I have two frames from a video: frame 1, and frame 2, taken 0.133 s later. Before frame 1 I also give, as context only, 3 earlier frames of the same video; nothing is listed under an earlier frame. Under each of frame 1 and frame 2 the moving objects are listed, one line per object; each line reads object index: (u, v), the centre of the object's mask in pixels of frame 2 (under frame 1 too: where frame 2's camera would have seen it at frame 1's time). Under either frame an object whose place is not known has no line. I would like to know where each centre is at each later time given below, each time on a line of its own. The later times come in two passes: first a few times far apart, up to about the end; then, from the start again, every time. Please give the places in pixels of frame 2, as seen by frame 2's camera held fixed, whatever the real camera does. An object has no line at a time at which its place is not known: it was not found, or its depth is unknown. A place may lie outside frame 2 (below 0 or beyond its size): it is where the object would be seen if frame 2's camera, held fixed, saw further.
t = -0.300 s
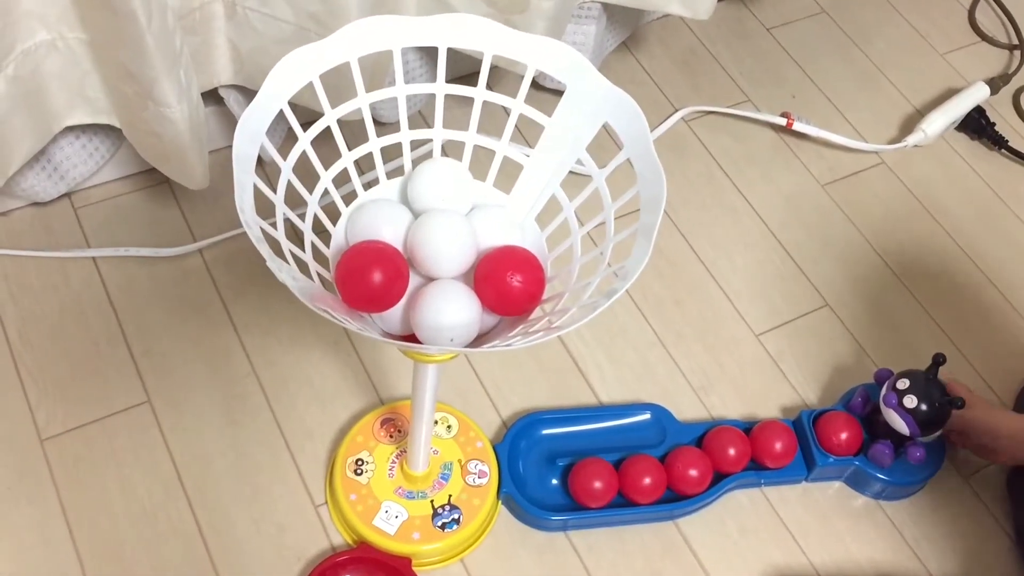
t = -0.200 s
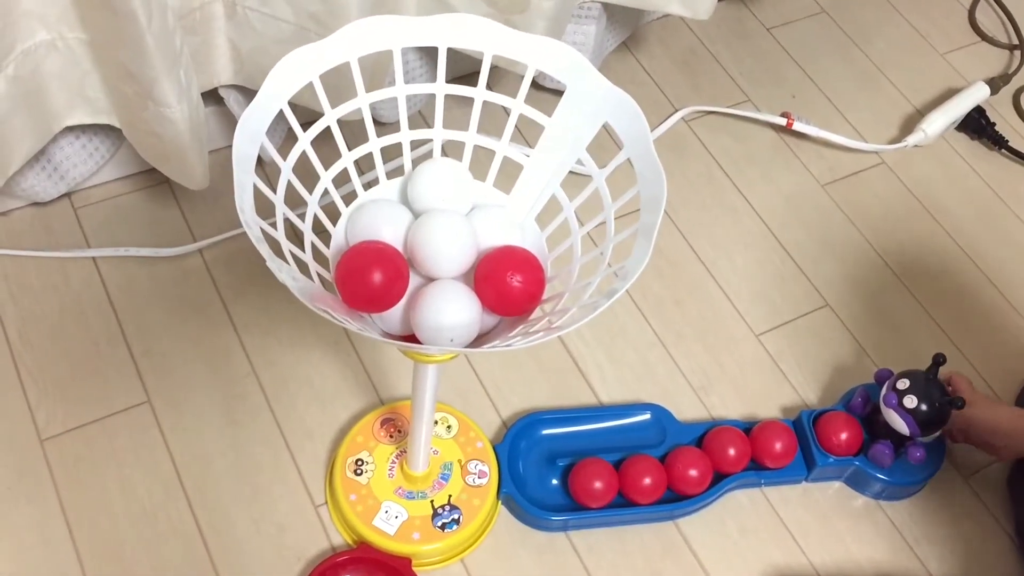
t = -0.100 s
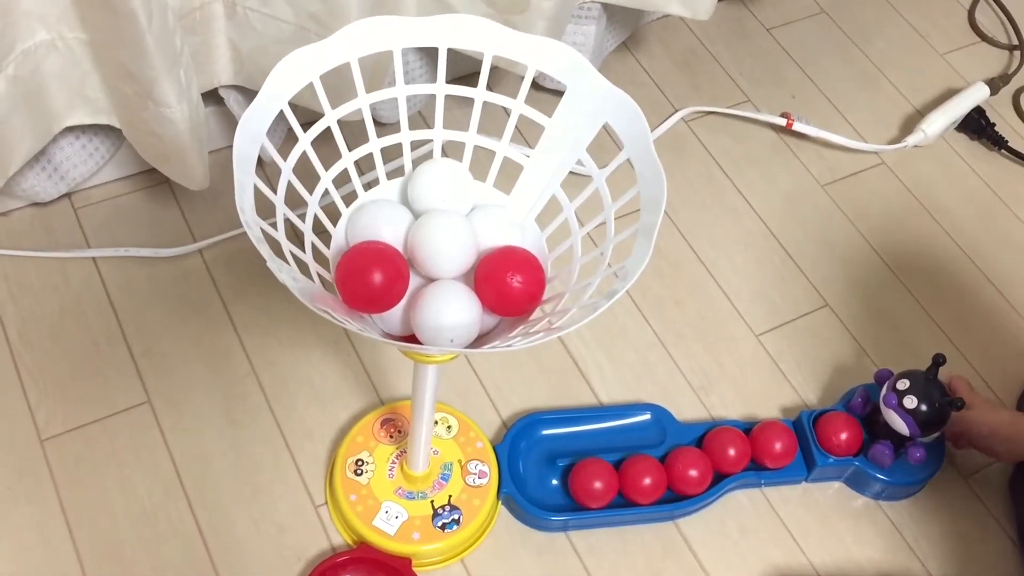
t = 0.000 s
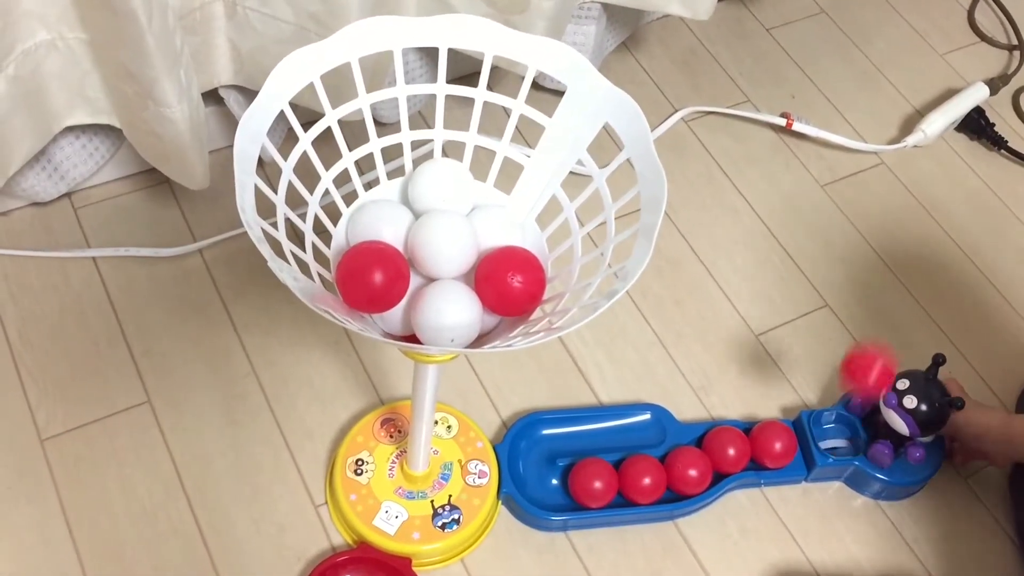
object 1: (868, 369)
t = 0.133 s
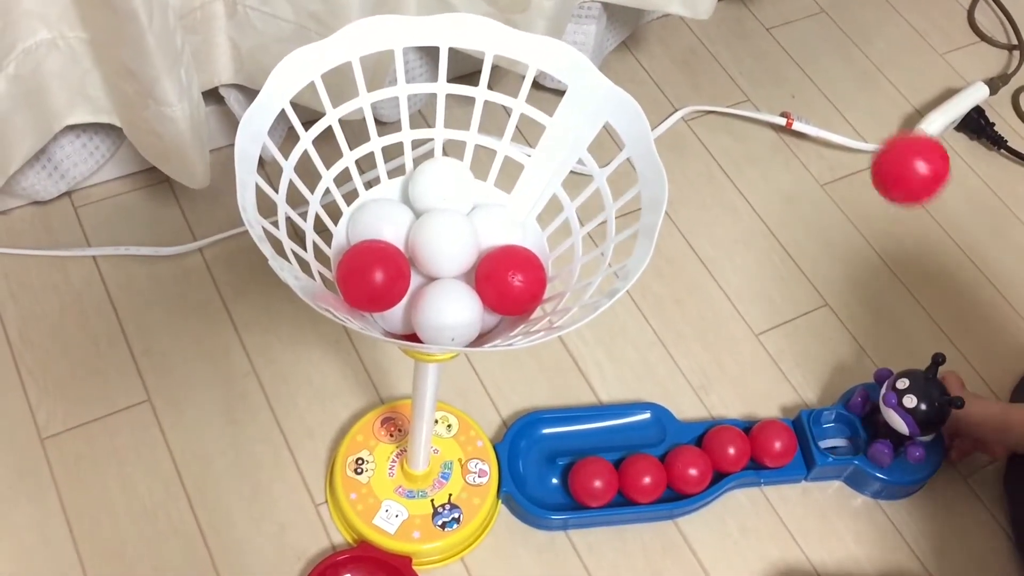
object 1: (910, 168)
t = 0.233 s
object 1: (801, 187)
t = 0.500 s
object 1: (541, 435)
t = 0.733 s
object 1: (589, 429)
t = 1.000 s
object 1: (593, 428)
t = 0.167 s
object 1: (889, 152)
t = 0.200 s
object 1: (852, 157)
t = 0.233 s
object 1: (801, 187)
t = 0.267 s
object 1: (742, 237)
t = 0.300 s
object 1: (680, 300)
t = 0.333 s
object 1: (620, 370)
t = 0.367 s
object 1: (563, 446)
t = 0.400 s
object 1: (537, 474)
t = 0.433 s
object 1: (540, 454)
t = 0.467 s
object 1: (535, 442)
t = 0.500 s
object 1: (541, 435)
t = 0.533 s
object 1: (550, 433)
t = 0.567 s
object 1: (557, 432)
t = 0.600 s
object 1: (565, 431)
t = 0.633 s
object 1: (571, 430)
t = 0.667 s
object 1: (578, 430)
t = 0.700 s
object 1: (584, 429)
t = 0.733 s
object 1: (589, 429)
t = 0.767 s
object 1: (594, 428)
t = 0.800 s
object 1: (598, 428)
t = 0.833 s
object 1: (601, 428)
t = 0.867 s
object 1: (603, 428)
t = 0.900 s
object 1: (602, 428)
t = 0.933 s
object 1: (600, 427)
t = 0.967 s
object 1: (597, 428)
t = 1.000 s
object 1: (593, 428)
